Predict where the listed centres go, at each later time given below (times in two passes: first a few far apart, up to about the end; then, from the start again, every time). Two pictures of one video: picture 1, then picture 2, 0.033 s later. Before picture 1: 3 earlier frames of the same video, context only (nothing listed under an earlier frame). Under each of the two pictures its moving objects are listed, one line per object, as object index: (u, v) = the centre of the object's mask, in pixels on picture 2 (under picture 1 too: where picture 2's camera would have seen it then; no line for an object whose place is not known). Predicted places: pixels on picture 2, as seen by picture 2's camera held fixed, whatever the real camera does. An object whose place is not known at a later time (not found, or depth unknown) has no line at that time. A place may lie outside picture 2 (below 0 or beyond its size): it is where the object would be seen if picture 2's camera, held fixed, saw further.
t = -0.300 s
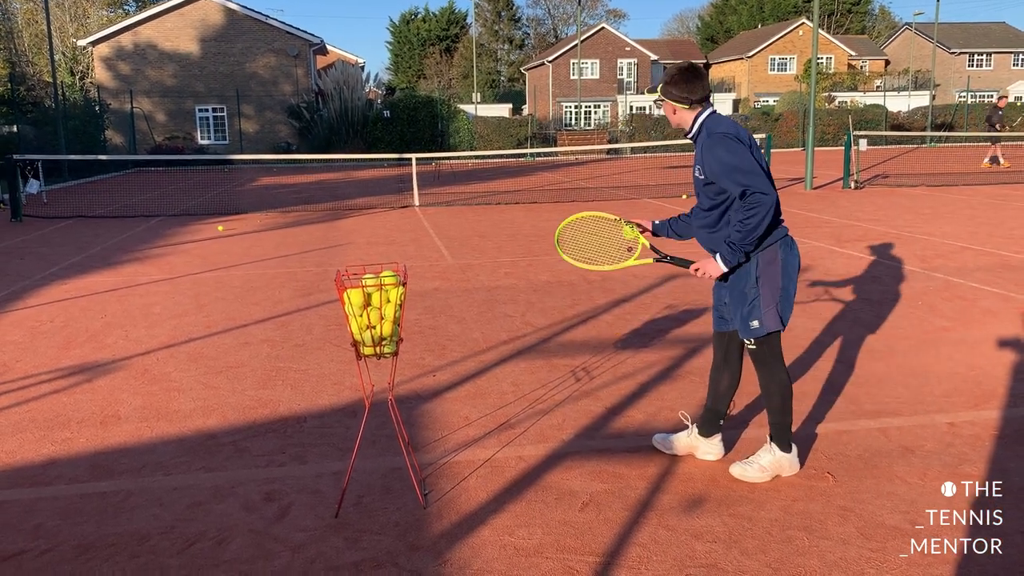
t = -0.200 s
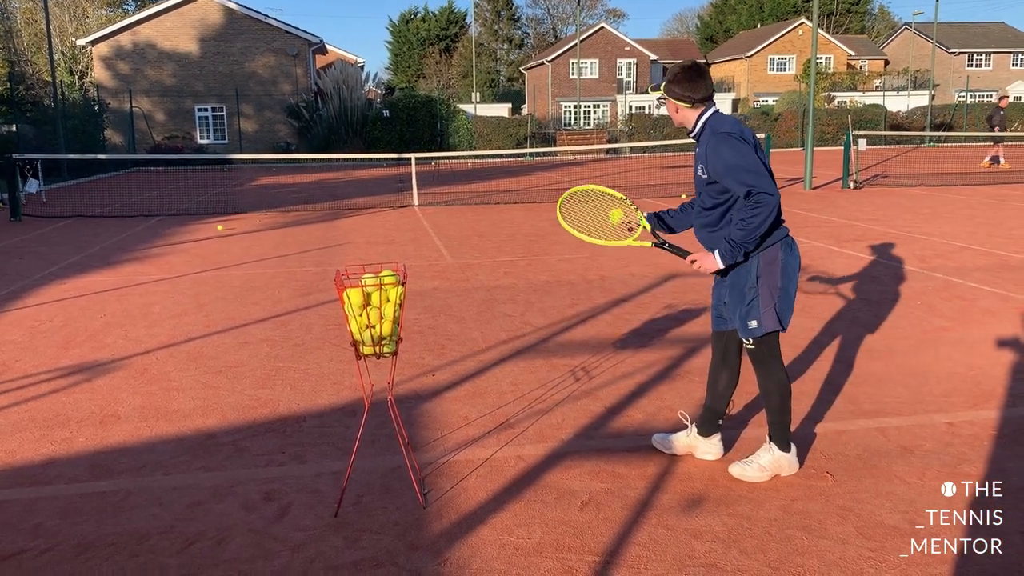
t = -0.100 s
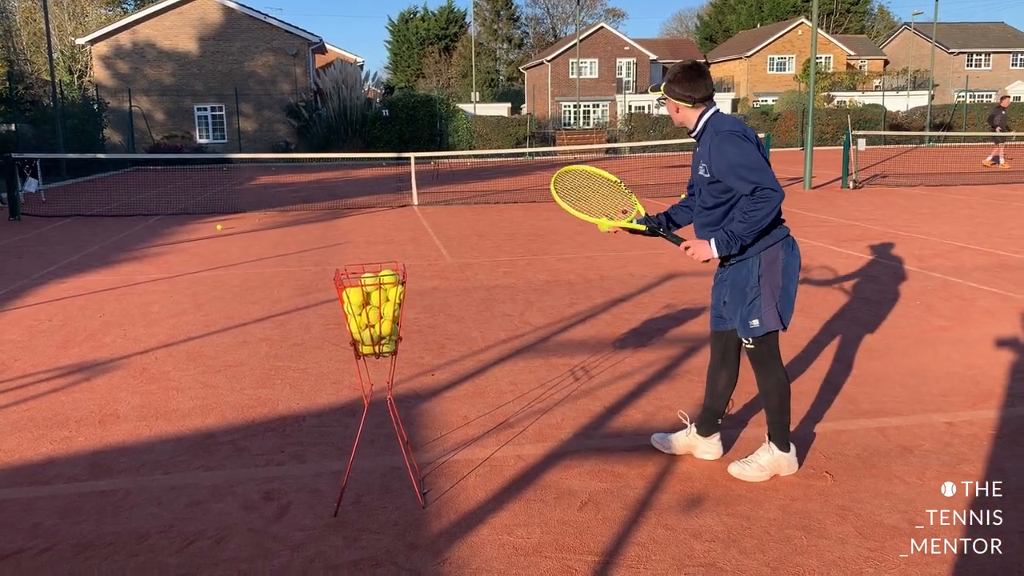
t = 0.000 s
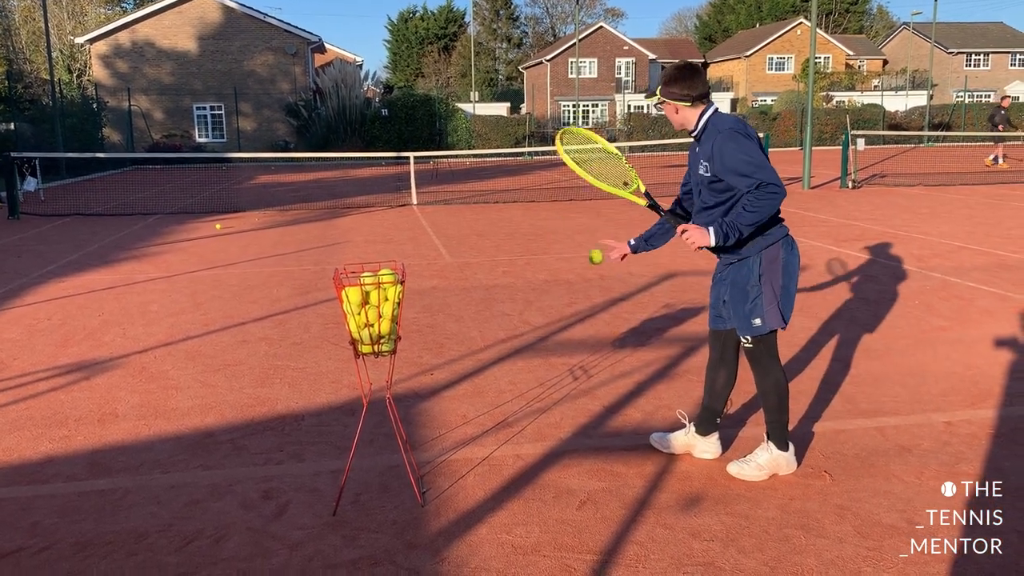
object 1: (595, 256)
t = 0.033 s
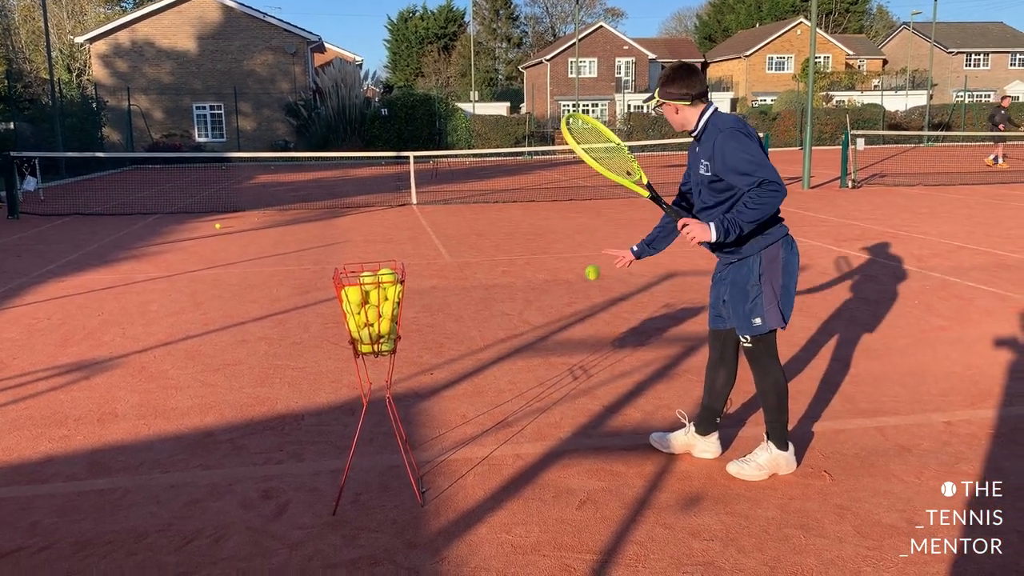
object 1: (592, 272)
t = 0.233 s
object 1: (576, 412)
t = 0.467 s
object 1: (565, 324)
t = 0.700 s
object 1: (555, 326)
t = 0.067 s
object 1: (590, 290)
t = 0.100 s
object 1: (587, 310)
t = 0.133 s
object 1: (583, 333)
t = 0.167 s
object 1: (581, 356)
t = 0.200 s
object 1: (578, 383)
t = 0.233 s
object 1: (576, 412)
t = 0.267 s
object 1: (573, 414)
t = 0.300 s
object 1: (572, 394)
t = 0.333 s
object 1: (571, 375)
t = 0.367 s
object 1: (570, 359)
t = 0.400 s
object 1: (568, 345)
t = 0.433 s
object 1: (567, 334)
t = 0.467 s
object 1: (565, 324)
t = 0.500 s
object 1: (563, 318)
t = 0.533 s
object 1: (562, 313)
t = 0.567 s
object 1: (561, 311)
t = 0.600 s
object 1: (559, 311)
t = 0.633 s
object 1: (558, 314)
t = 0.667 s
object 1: (556, 319)
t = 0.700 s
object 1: (555, 326)
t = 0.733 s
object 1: (553, 336)
